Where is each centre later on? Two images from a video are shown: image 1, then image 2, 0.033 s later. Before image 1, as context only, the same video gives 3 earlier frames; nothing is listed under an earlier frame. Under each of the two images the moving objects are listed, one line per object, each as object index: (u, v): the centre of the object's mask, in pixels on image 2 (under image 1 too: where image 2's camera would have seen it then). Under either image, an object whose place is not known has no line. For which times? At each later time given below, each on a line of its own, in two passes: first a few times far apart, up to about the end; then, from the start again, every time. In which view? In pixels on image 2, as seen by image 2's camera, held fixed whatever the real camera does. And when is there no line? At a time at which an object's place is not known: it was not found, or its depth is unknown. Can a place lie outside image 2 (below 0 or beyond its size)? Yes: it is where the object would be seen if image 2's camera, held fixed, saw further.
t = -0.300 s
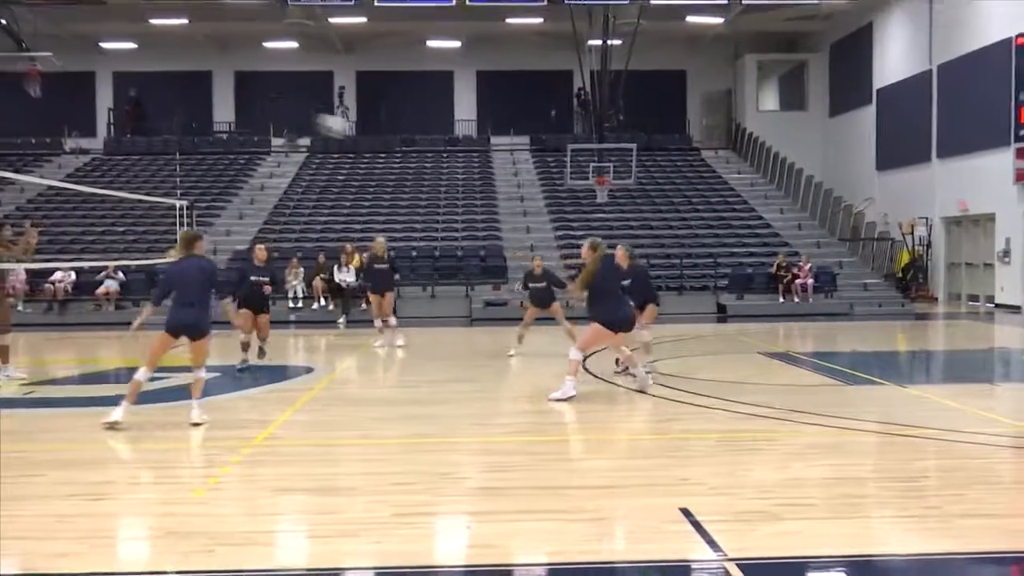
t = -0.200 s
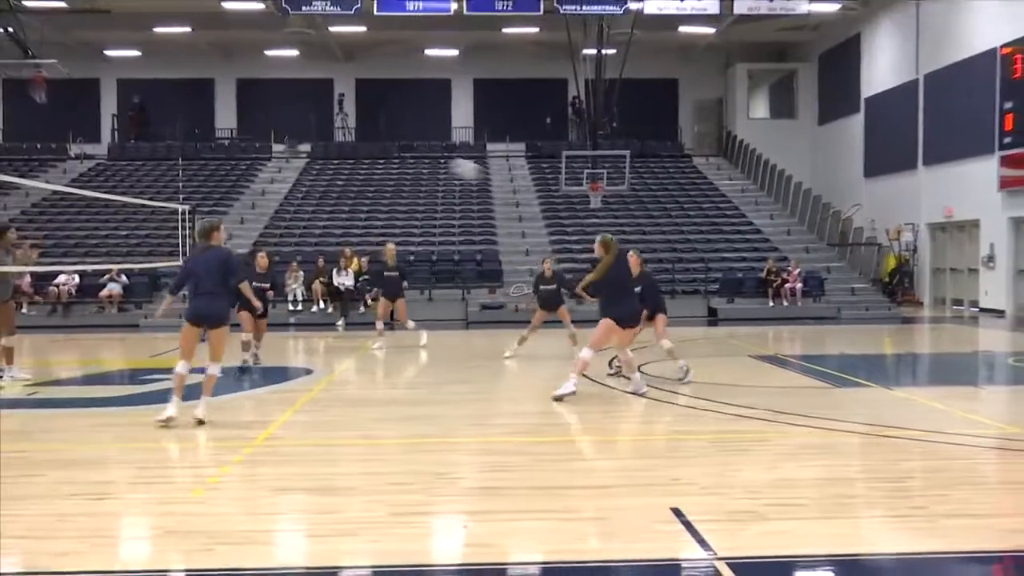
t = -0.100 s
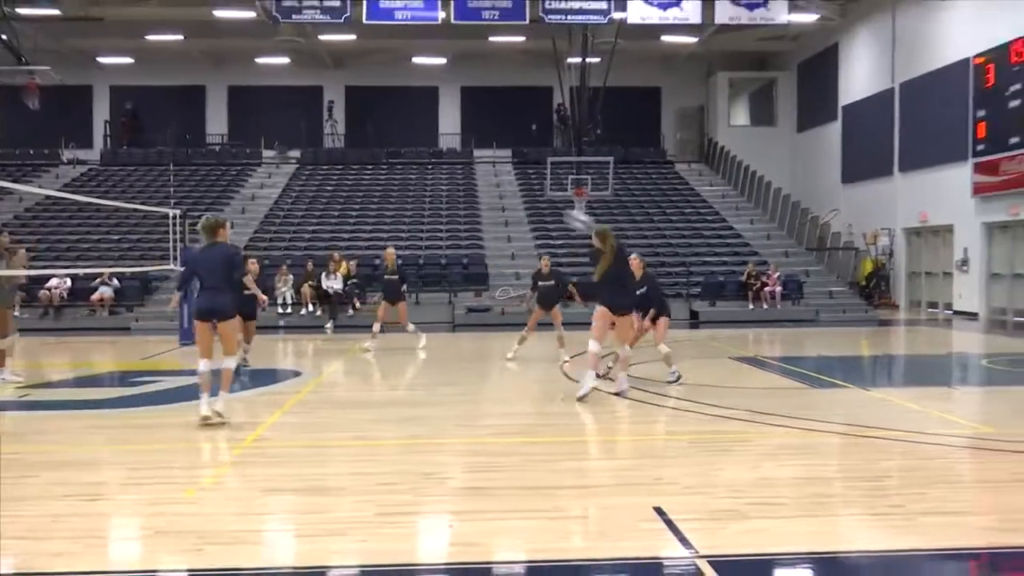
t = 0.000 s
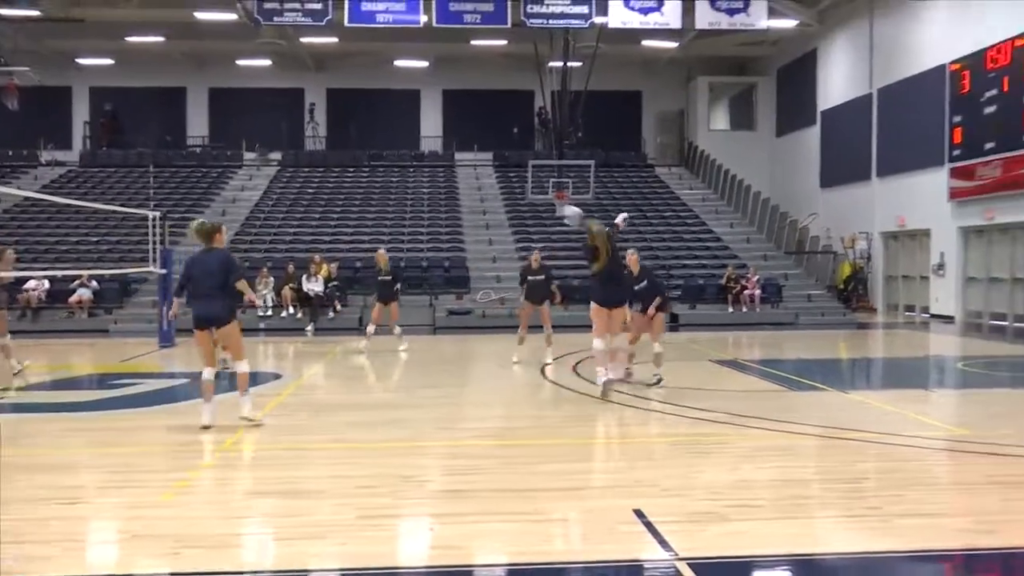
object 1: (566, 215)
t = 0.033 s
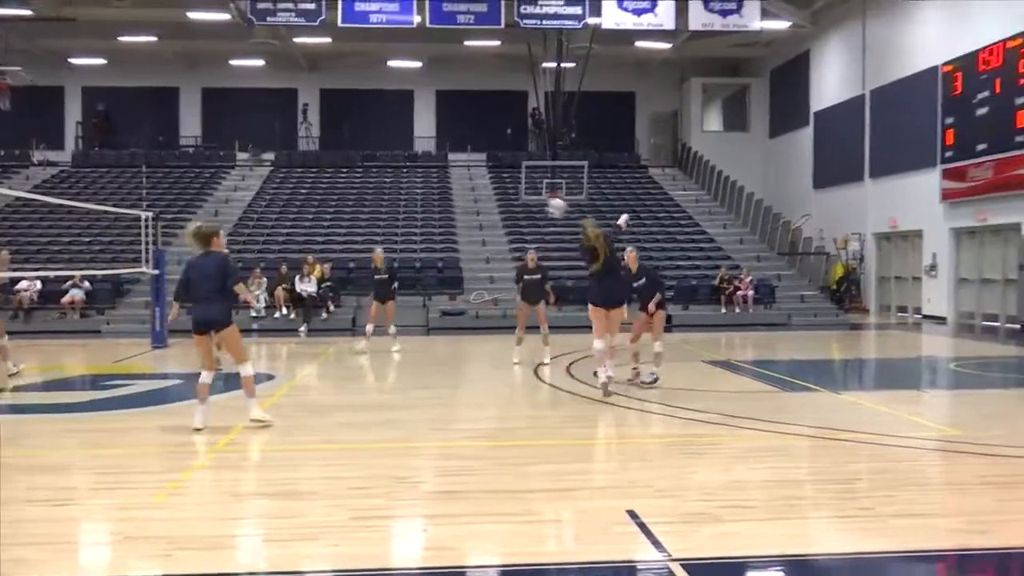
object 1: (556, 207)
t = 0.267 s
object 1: (488, 181)
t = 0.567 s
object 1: (424, 214)
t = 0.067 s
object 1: (546, 201)
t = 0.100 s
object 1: (533, 194)
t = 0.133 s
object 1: (523, 189)
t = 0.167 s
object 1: (515, 186)
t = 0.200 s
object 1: (505, 185)
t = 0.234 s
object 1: (495, 183)
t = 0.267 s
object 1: (488, 181)
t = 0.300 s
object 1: (480, 181)
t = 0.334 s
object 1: (471, 182)
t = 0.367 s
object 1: (464, 185)
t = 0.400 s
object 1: (457, 187)
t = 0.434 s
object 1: (450, 191)
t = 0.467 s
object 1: (443, 197)
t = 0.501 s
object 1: (437, 202)
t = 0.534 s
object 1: (430, 208)
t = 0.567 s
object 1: (424, 214)
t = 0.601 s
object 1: (418, 223)
